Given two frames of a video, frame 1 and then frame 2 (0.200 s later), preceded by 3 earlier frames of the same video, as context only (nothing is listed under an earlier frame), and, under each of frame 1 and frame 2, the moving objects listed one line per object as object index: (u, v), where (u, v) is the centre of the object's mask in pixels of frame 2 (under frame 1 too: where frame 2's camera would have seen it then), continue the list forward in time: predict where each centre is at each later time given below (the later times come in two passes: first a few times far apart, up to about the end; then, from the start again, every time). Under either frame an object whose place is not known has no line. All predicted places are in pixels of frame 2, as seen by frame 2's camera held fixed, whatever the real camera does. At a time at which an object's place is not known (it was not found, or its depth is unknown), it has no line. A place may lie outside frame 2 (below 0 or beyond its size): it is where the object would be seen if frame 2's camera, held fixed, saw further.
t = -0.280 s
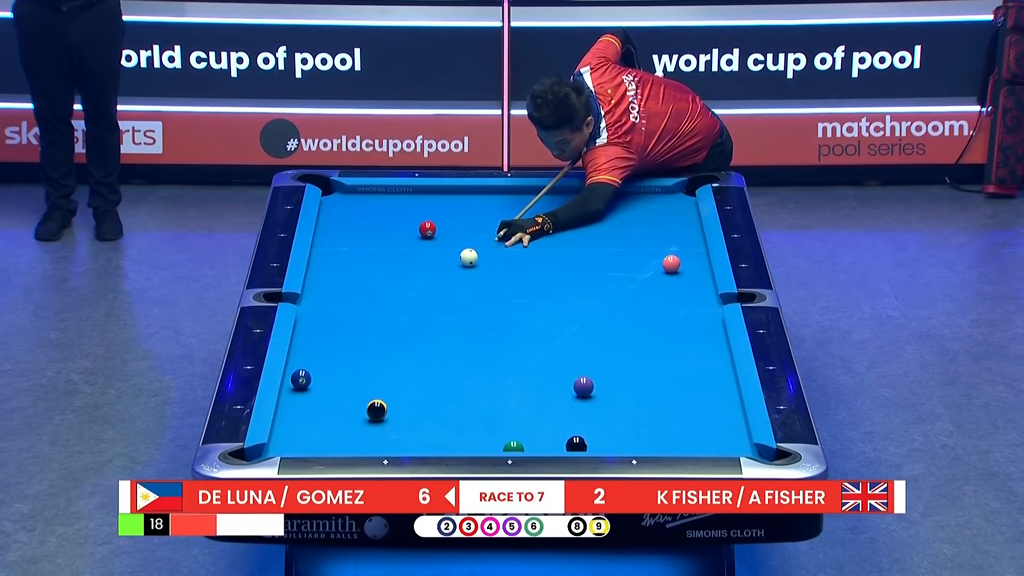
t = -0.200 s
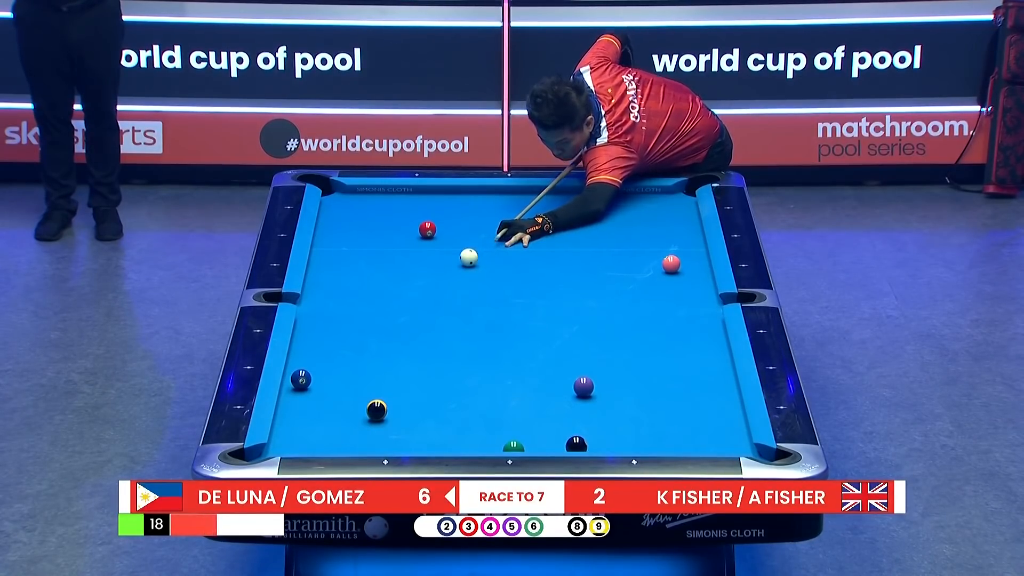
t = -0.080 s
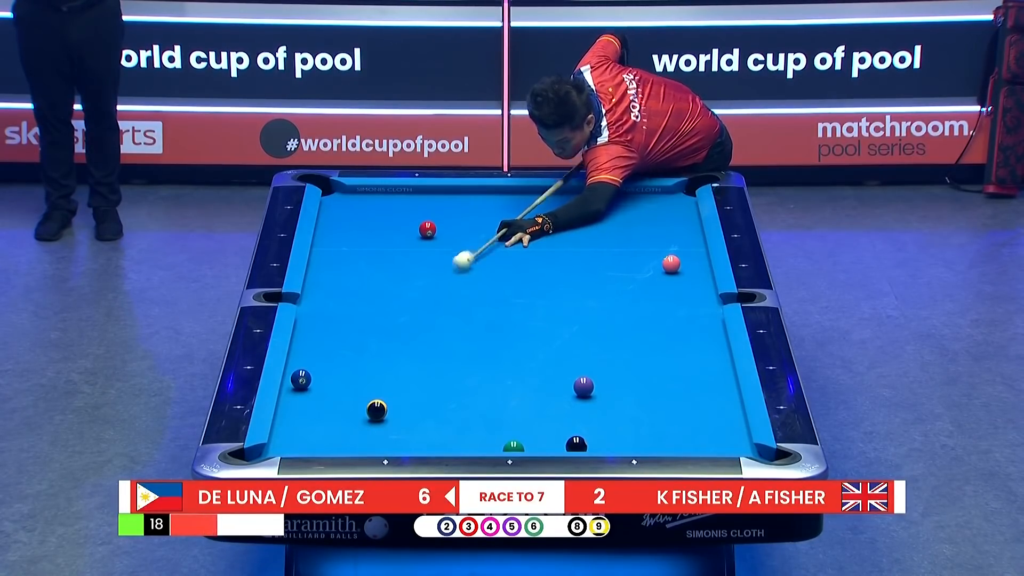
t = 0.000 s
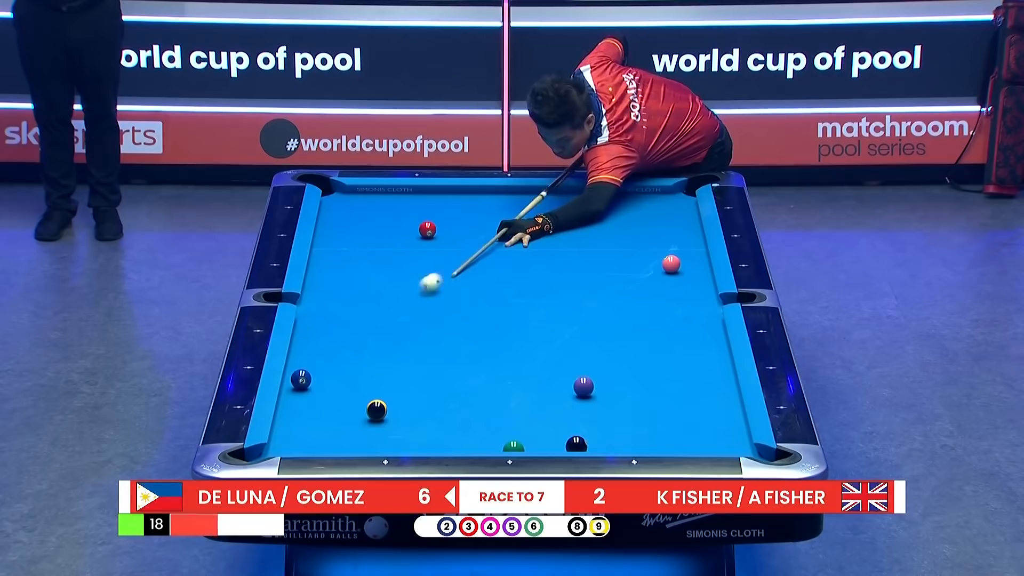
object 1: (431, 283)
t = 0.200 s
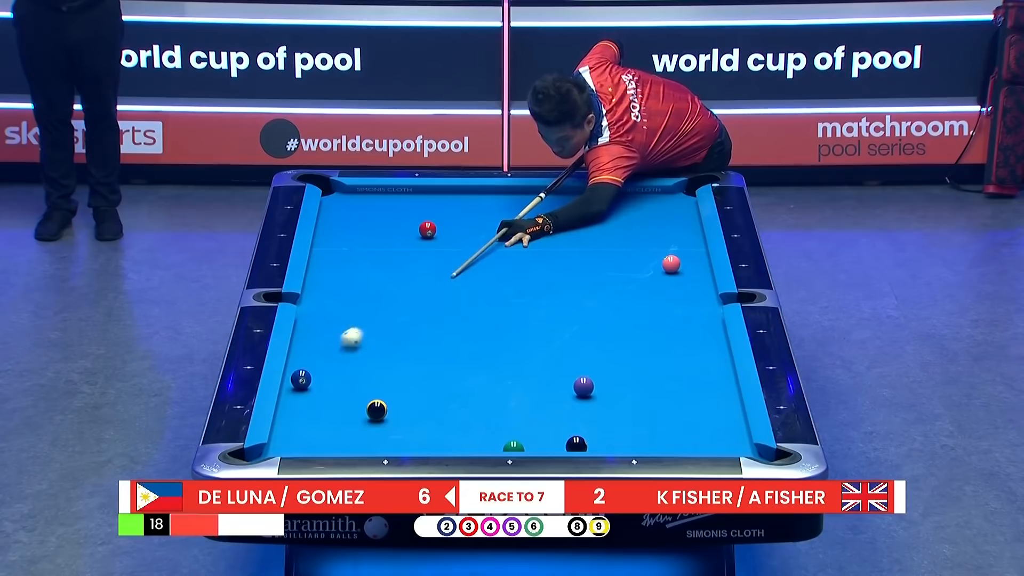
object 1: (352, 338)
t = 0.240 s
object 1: (337, 348)
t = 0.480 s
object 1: (313, 369)
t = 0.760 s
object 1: (358, 362)
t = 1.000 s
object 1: (394, 356)
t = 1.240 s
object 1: (428, 351)
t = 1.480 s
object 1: (460, 346)
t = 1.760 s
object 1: (495, 340)
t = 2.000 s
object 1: (523, 335)
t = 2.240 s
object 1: (550, 331)
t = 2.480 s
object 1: (574, 327)
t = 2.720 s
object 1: (597, 322)
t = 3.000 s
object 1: (622, 318)
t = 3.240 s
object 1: (642, 315)
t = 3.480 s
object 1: (660, 312)
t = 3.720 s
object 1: (677, 309)
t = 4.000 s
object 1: (695, 307)
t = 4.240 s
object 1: (708, 304)
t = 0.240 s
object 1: (337, 348)
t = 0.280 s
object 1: (322, 359)
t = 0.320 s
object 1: (309, 366)
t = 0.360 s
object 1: (294, 370)
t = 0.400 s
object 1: (299, 371)
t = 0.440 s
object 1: (306, 370)
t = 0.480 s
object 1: (313, 369)
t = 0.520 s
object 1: (319, 368)
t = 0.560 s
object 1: (326, 367)
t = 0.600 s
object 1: (332, 366)
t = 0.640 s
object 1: (339, 365)
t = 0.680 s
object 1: (345, 364)
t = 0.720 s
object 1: (351, 363)
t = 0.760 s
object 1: (358, 362)
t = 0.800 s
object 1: (364, 361)
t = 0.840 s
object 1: (370, 360)
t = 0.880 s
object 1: (376, 359)
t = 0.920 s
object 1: (382, 358)
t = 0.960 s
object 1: (388, 357)
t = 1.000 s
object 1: (394, 356)
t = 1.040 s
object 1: (400, 355)
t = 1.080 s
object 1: (406, 355)
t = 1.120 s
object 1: (411, 354)
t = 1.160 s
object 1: (417, 353)
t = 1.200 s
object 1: (423, 352)
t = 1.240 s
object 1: (428, 351)
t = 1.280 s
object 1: (434, 350)
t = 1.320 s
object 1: (439, 349)
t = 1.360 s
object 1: (445, 348)
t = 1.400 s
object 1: (450, 347)
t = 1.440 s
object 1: (455, 347)
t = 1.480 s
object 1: (460, 346)
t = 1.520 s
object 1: (465, 345)
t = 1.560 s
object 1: (470, 344)
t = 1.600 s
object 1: (476, 343)
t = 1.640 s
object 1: (481, 342)
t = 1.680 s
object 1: (485, 342)
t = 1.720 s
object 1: (490, 341)
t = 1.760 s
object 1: (495, 340)
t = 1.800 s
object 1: (500, 339)
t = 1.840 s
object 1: (505, 338)
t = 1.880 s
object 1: (509, 338)
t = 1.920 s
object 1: (514, 337)
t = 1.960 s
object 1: (519, 336)
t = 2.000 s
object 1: (523, 335)
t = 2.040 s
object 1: (528, 334)
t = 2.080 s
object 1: (532, 334)
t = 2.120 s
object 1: (536, 333)
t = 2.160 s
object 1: (541, 332)
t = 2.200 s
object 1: (545, 331)
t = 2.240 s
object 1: (550, 331)
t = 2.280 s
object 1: (554, 330)
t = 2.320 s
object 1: (558, 329)
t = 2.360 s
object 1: (562, 329)
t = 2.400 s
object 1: (566, 328)
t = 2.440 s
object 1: (570, 327)
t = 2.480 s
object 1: (574, 327)
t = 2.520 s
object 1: (578, 326)
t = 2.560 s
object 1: (582, 325)
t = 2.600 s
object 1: (586, 324)
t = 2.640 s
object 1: (590, 324)
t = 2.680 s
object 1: (593, 323)
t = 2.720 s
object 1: (597, 322)
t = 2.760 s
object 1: (601, 322)
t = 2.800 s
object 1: (605, 321)
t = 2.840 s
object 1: (608, 321)
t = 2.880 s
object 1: (612, 320)
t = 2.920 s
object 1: (615, 320)
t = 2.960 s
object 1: (619, 319)
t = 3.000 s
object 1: (622, 318)
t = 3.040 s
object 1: (625, 318)
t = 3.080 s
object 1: (629, 317)
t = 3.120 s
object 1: (632, 317)
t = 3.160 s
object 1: (636, 316)
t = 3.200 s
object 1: (639, 316)
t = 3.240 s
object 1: (642, 315)
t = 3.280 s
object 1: (645, 315)
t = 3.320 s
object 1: (648, 314)
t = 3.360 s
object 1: (651, 314)
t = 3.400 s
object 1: (654, 313)
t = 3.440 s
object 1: (658, 313)
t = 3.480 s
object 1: (660, 312)
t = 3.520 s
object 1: (663, 312)
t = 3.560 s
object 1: (666, 311)
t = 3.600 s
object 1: (669, 311)
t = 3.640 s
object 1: (671, 310)
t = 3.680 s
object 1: (674, 310)
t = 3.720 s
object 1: (677, 309)
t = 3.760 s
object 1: (679, 309)
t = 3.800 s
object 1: (682, 309)
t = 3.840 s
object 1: (685, 308)
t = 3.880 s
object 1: (687, 308)
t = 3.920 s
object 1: (690, 307)
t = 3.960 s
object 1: (692, 307)
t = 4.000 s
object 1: (695, 307)
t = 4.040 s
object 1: (697, 306)
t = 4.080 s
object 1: (699, 306)
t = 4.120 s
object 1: (701, 305)
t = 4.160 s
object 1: (704, 305)
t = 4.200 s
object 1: (706, 305)
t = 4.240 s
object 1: (708, 304)
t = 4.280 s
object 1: (711, 304)
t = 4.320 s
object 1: (713, 304)
